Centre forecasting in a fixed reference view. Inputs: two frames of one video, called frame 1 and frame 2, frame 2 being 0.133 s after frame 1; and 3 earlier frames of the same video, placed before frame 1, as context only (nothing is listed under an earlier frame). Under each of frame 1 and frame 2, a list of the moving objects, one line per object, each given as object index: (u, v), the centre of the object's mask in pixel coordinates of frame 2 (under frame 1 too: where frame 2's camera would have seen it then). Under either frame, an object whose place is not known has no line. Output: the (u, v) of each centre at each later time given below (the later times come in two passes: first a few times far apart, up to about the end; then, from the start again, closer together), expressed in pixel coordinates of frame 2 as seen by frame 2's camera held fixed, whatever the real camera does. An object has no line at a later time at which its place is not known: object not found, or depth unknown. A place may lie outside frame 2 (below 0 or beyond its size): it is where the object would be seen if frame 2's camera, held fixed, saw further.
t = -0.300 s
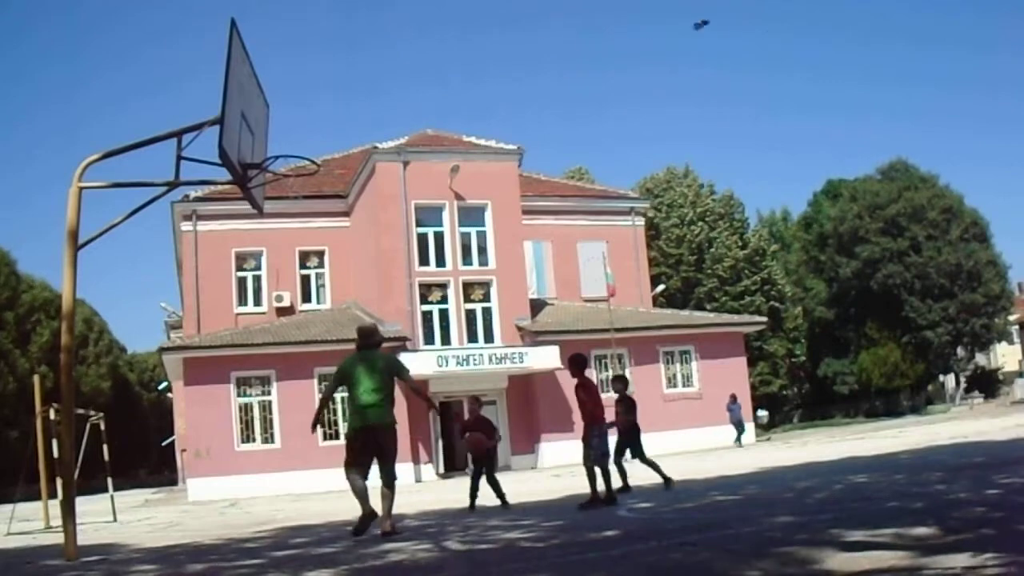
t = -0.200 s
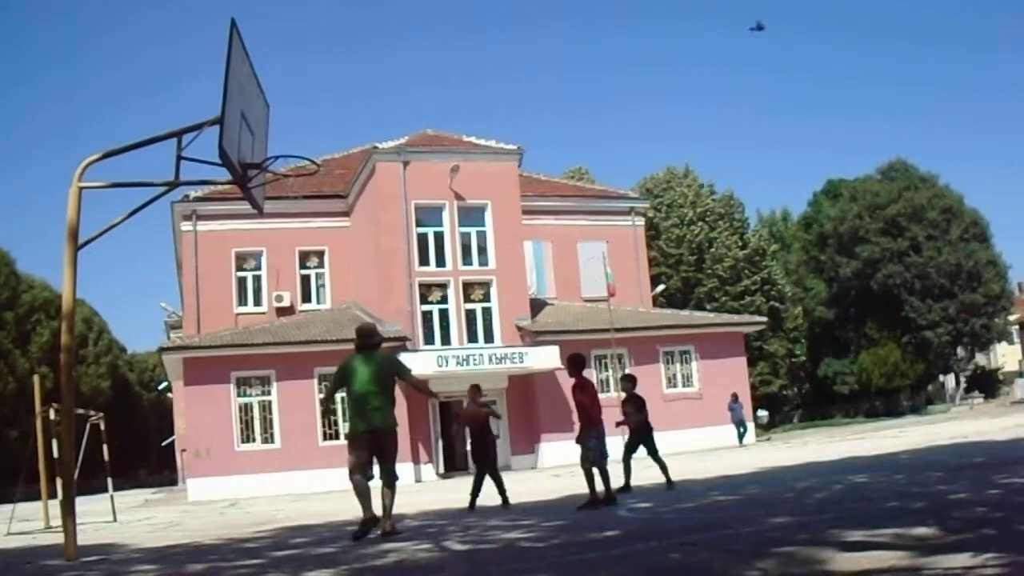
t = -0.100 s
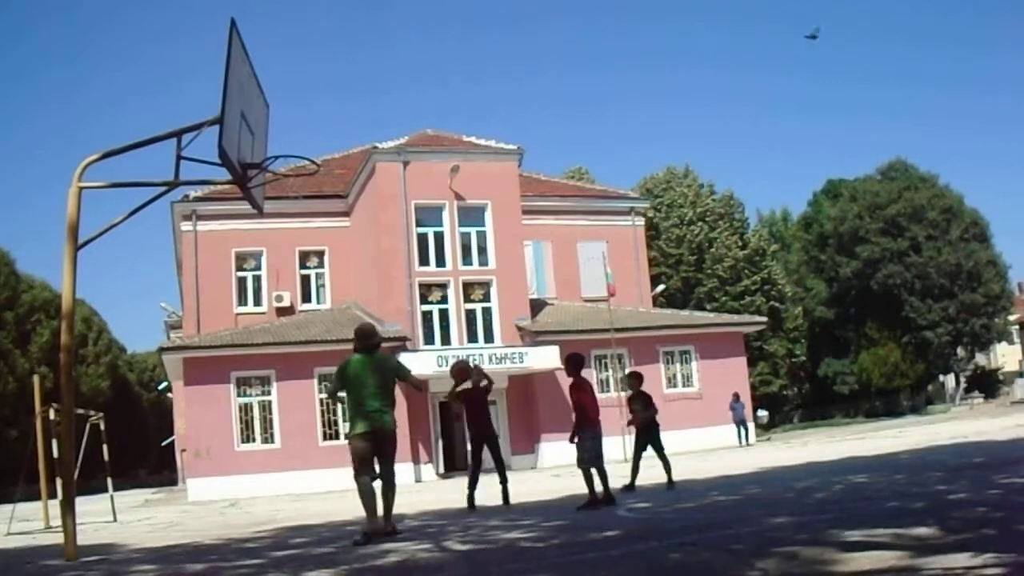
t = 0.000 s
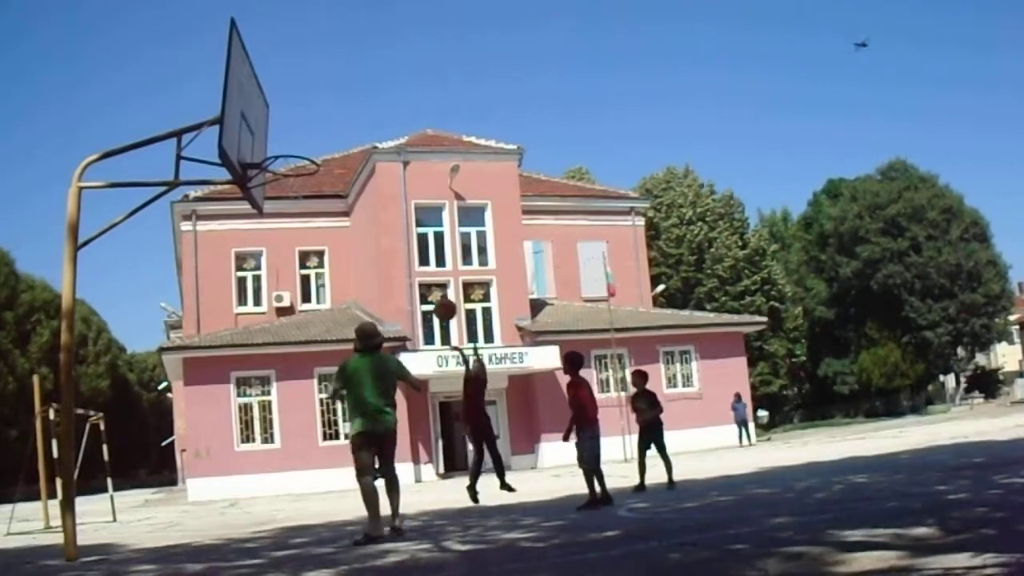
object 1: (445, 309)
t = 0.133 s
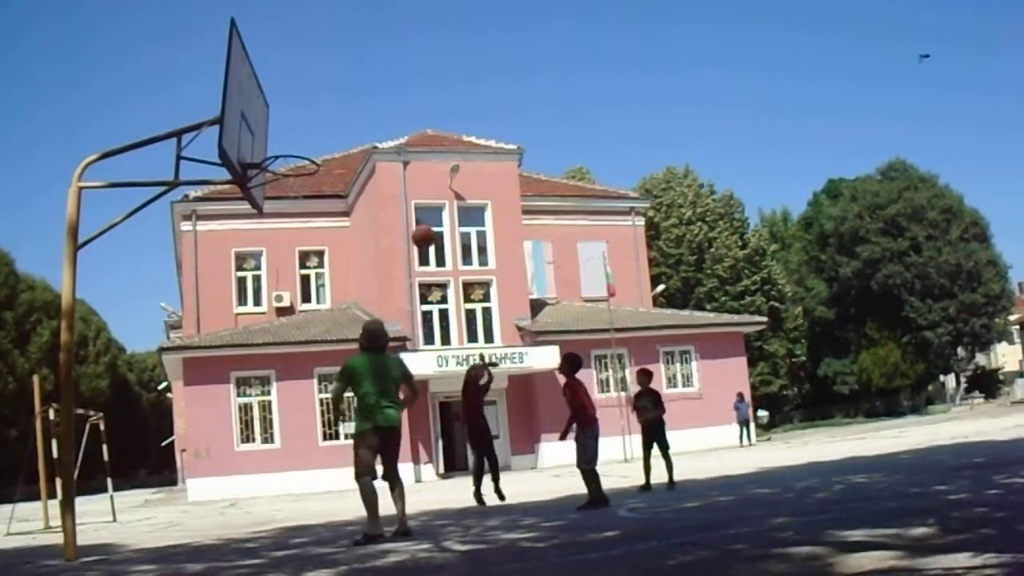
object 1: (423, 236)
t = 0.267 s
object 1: (402, 179)
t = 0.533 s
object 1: (361, 109)
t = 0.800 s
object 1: (316, 108)
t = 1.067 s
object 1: (265, 200)
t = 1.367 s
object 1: (207, 469)
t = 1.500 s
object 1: (183, 488)
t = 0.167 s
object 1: (418, 221)
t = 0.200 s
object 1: (412, 206)
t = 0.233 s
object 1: (407, 192)
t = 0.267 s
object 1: (402, 179)
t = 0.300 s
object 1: (397, 167)
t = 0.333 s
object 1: (392, 155)
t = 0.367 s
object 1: (387, 146)
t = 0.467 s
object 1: (371, 121)
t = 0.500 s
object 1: (366, 115)
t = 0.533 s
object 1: (361, 109)
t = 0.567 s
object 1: (355, 105)
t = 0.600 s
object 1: (350, 102)
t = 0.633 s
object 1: (345, 100)
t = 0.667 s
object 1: (339, 99)
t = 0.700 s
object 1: (333, 100)
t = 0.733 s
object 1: (327, 101)
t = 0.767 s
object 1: (322, 104)
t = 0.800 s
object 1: (316, 108)
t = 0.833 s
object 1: (310, 114)
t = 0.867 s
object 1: (304, 121)
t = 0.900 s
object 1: (297, 130)
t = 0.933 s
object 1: (291, 140)
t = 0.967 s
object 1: (285, 153)
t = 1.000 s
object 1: (277, 167)
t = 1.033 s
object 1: (272, 182)
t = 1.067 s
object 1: (265, 200)
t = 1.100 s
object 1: (258, 220)
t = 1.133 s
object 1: (251, 242)
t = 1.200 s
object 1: (237, 294)
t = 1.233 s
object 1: (231, 324)
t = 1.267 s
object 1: (225, 356)
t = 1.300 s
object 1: (219, 391)
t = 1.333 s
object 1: (213, 429)
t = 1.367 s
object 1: (207, 469)
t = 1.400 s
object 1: (202, 513)
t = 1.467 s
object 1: (190, 526)
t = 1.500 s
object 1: (183, 488)
